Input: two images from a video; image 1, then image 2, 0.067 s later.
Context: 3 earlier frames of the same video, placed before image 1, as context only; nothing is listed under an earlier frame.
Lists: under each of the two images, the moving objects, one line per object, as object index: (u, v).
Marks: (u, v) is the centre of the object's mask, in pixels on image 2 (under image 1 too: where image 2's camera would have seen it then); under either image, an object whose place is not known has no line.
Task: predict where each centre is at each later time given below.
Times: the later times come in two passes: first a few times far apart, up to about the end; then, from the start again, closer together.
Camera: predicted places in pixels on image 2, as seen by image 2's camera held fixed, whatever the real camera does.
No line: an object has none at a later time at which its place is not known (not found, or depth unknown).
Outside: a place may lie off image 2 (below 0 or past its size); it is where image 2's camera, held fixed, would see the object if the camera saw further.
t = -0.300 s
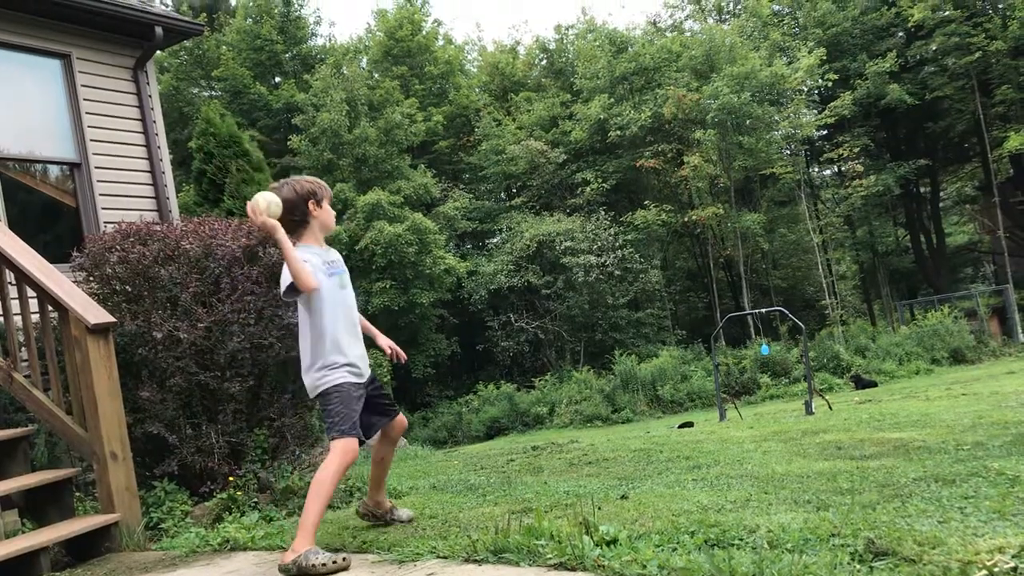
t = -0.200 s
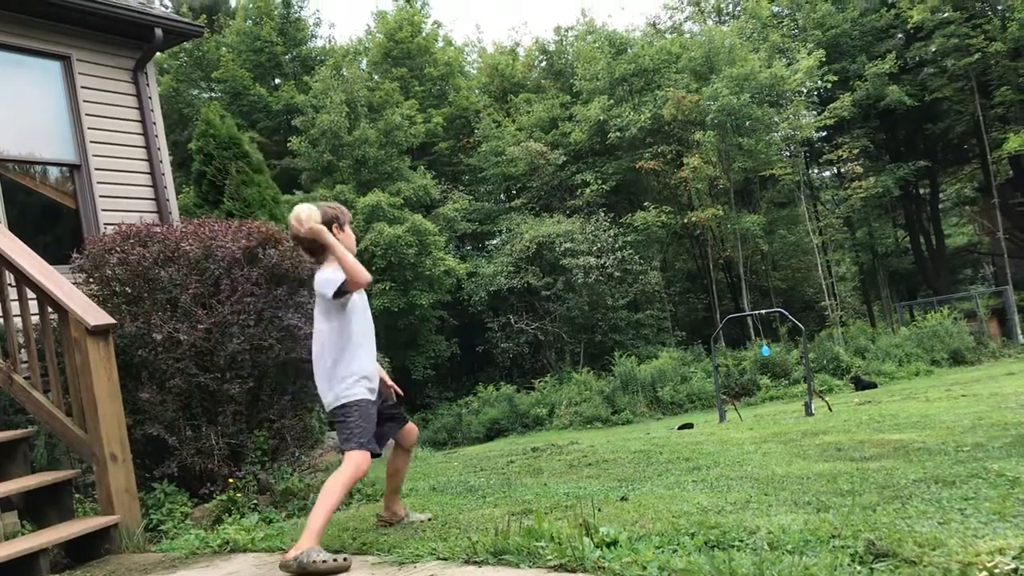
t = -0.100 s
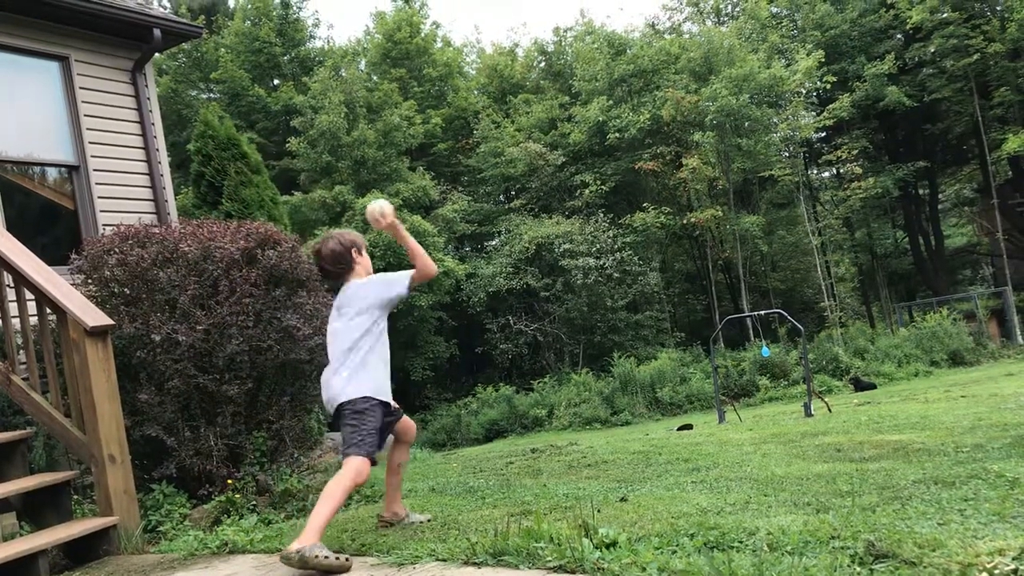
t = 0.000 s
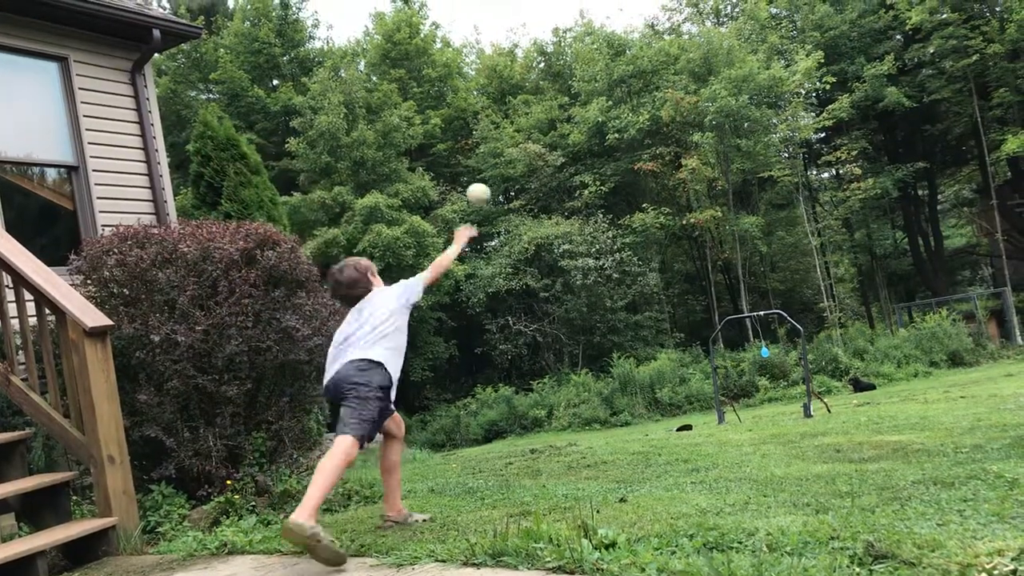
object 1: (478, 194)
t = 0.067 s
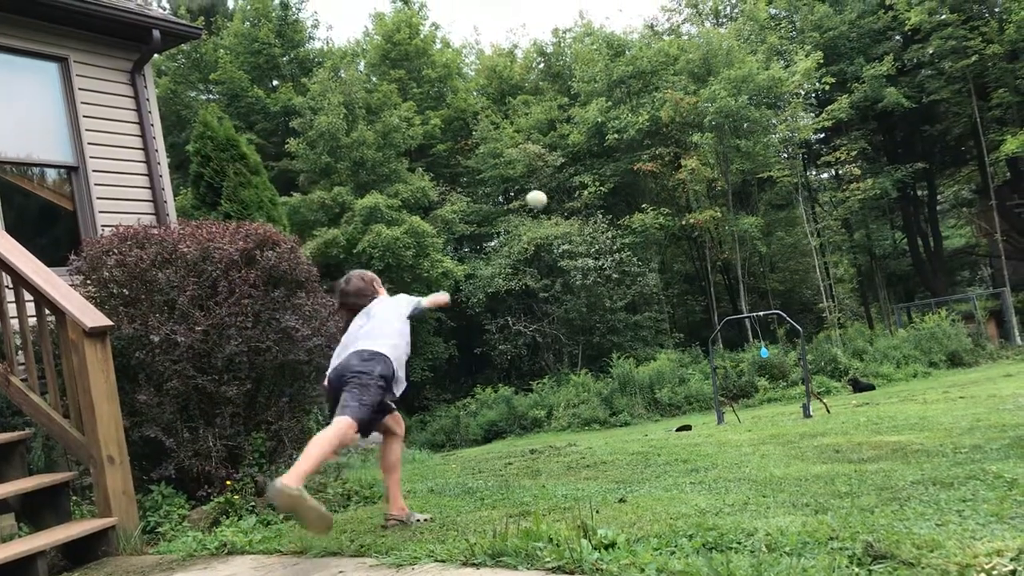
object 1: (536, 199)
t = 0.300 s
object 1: (675, 261)
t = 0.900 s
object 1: (827, 387)
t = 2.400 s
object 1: (909, 395)
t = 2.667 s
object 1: (911, 395)
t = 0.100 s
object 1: (561, 205)
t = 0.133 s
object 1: (584, 212)
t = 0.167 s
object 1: (605, 220)
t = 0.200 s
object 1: (624, 229)
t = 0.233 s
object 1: (643, 239)
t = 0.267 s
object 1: (660, 250)
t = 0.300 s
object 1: (675, 261)
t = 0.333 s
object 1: (691, 273)
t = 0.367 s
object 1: (705, 286)
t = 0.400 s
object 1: (719, 299)
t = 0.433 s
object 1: (732, 312)
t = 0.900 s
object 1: (827, 387)
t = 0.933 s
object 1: (831, 386)
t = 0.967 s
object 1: (834, 386)
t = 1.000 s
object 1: (837, 387)
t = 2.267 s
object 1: (905, 397)
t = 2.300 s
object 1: (906, 396)
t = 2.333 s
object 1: (907, 396)
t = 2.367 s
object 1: (907, 396)
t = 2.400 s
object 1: (909, 395)
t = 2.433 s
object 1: (909, 395)
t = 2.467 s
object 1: (909, 394)
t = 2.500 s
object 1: (909, 395)
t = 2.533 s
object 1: (910, 395)
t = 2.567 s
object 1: (910, 395)
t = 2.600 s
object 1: (910, 395)
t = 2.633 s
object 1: (911, 395)
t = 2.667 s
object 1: (911, 395)
